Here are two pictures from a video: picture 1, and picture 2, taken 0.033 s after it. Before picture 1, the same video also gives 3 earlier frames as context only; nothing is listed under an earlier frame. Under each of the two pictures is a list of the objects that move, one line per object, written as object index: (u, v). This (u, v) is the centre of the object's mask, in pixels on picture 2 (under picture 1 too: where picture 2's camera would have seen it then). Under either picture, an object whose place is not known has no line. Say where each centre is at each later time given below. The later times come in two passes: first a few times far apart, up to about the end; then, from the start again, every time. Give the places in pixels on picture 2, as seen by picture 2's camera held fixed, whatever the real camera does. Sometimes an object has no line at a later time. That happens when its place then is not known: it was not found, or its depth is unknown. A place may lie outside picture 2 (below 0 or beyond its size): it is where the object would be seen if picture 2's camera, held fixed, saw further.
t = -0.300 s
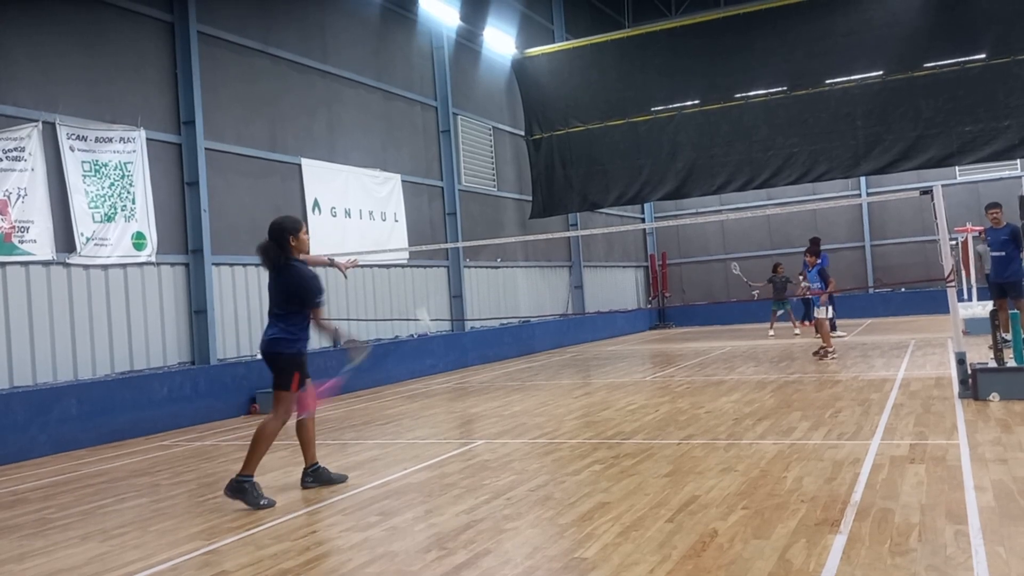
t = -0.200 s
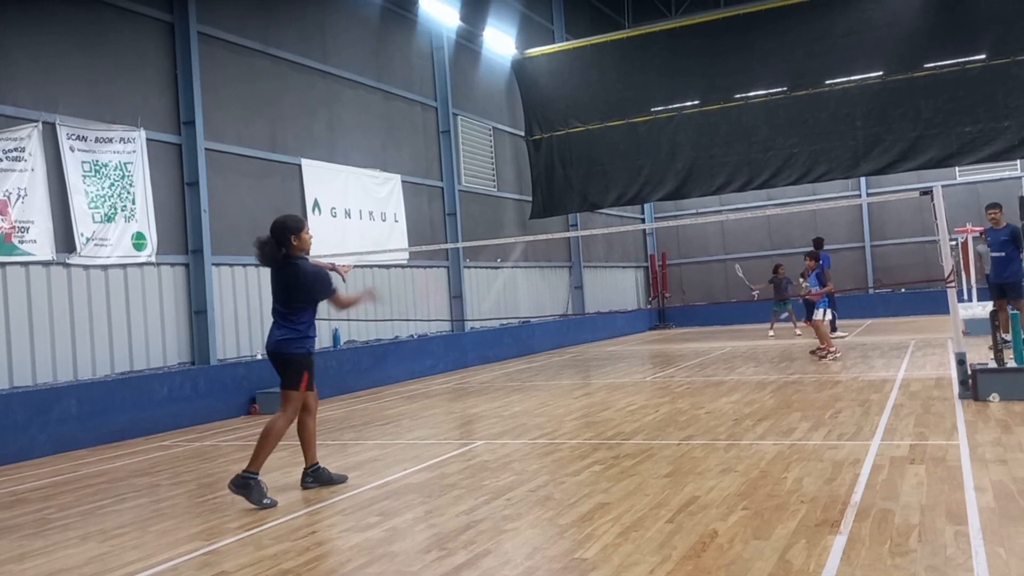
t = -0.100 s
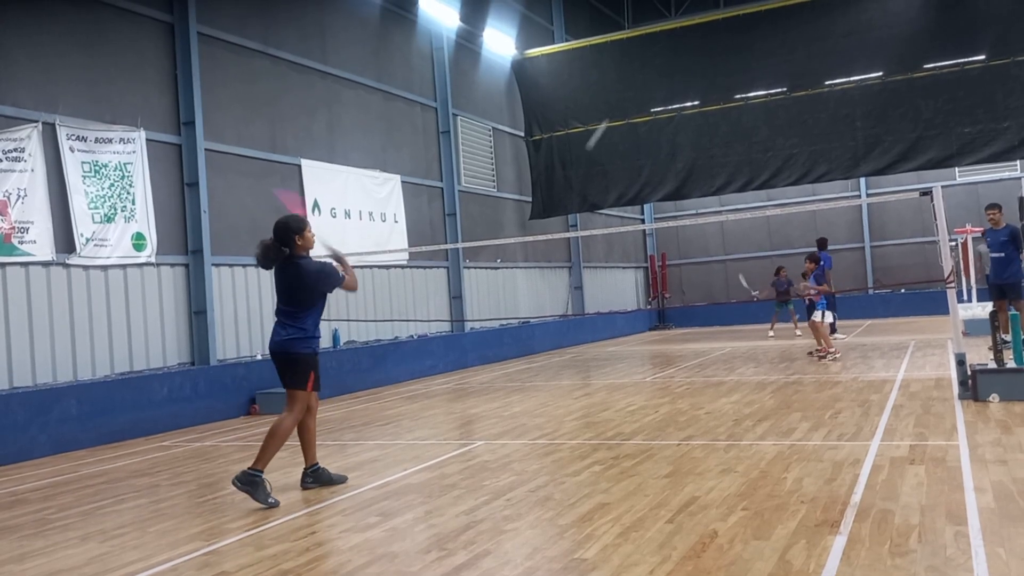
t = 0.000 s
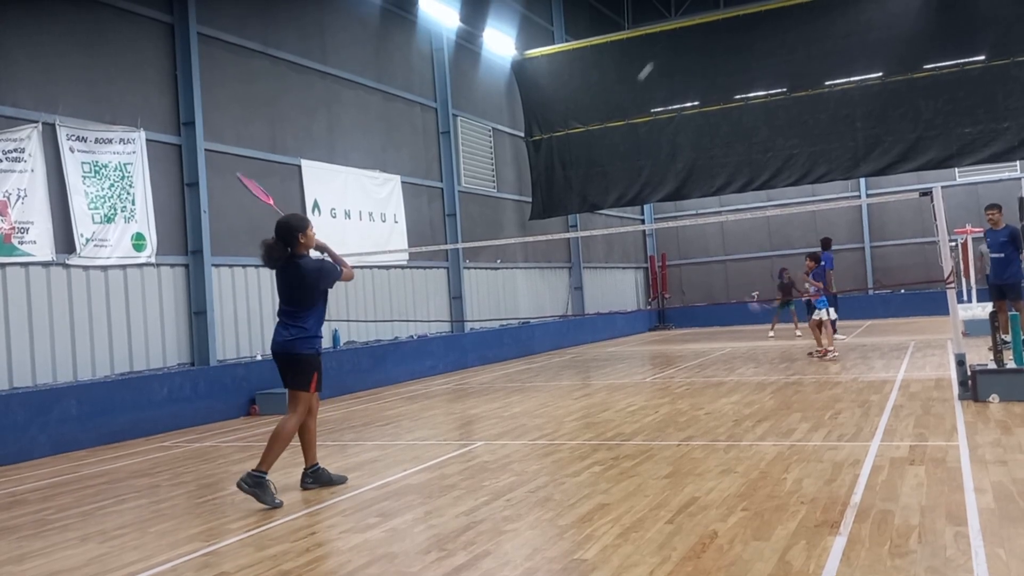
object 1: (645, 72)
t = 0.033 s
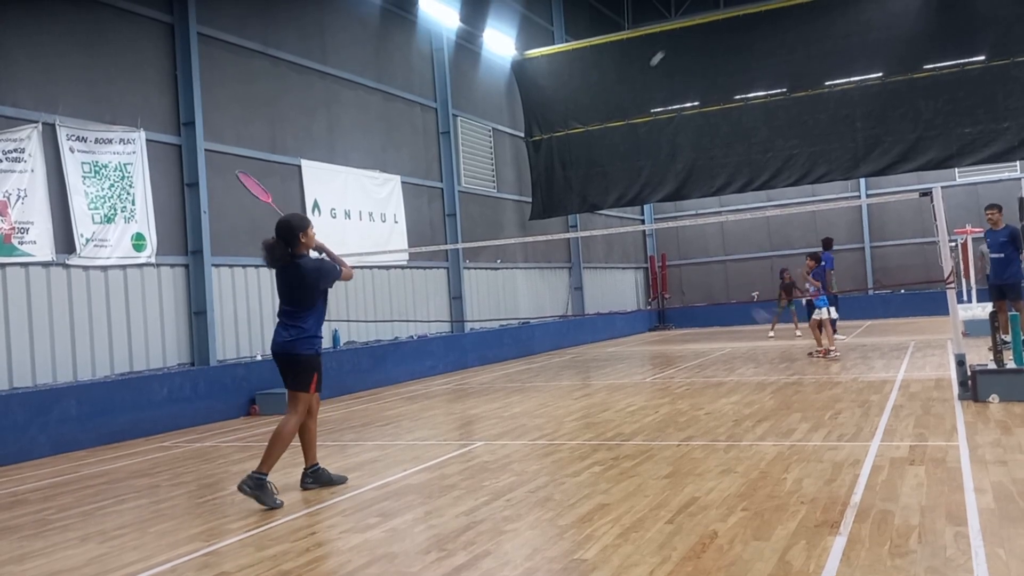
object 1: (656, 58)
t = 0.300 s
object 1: (716, 20)
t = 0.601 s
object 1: (758, 51)
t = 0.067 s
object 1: (666, 48)
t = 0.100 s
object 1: (676, 39)
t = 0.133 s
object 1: (684, 33)
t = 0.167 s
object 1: (691, 28)
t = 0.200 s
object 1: (698, 25)
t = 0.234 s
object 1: (704, 23)
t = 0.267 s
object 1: (711, 21)
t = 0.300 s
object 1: (716, 20)
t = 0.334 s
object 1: (722, 21)
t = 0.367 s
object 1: (727, 22)
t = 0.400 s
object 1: (732, 25)
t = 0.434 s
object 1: (736, 28)
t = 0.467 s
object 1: (741, 31)
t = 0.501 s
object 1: (745, 35)
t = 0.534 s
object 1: (750, 40)
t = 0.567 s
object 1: (754, 45)
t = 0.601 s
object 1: (758, 51)
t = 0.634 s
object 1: (762, 58)
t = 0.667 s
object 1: (766, 64)
